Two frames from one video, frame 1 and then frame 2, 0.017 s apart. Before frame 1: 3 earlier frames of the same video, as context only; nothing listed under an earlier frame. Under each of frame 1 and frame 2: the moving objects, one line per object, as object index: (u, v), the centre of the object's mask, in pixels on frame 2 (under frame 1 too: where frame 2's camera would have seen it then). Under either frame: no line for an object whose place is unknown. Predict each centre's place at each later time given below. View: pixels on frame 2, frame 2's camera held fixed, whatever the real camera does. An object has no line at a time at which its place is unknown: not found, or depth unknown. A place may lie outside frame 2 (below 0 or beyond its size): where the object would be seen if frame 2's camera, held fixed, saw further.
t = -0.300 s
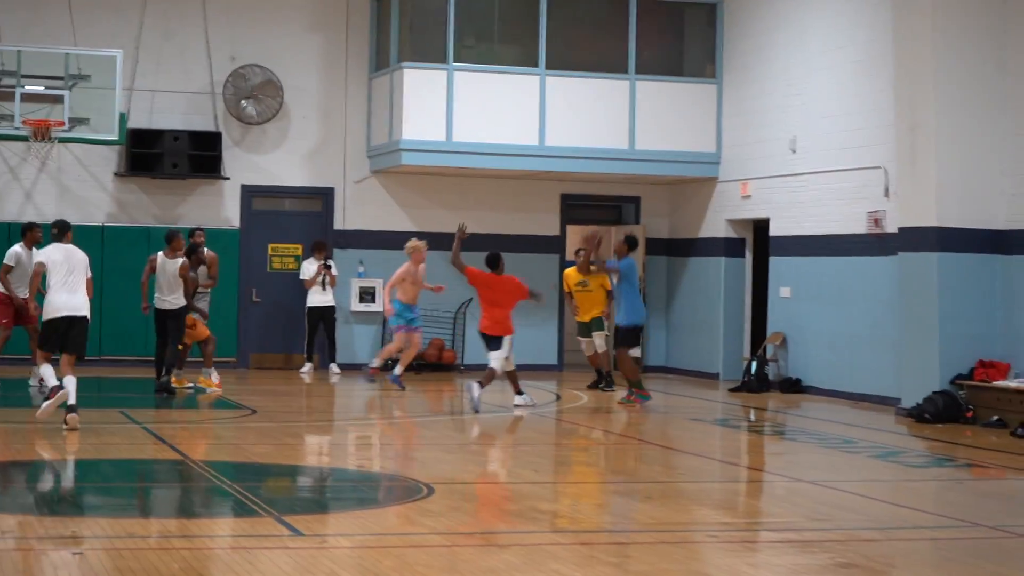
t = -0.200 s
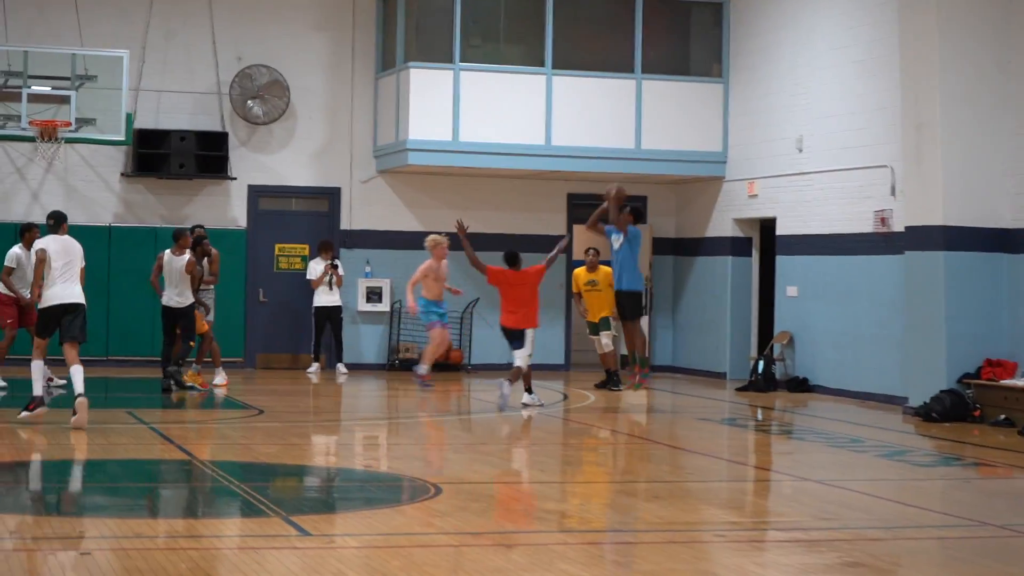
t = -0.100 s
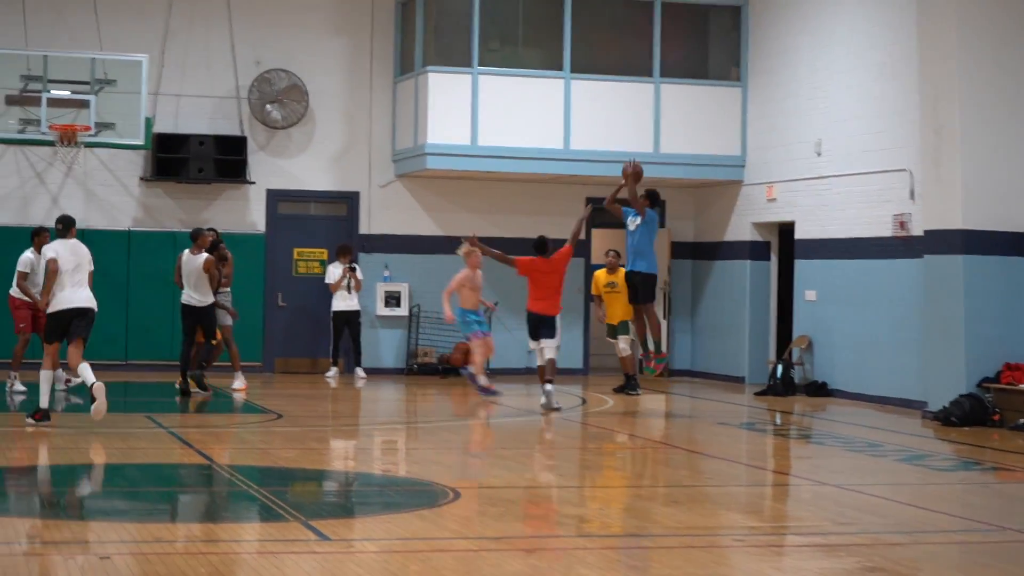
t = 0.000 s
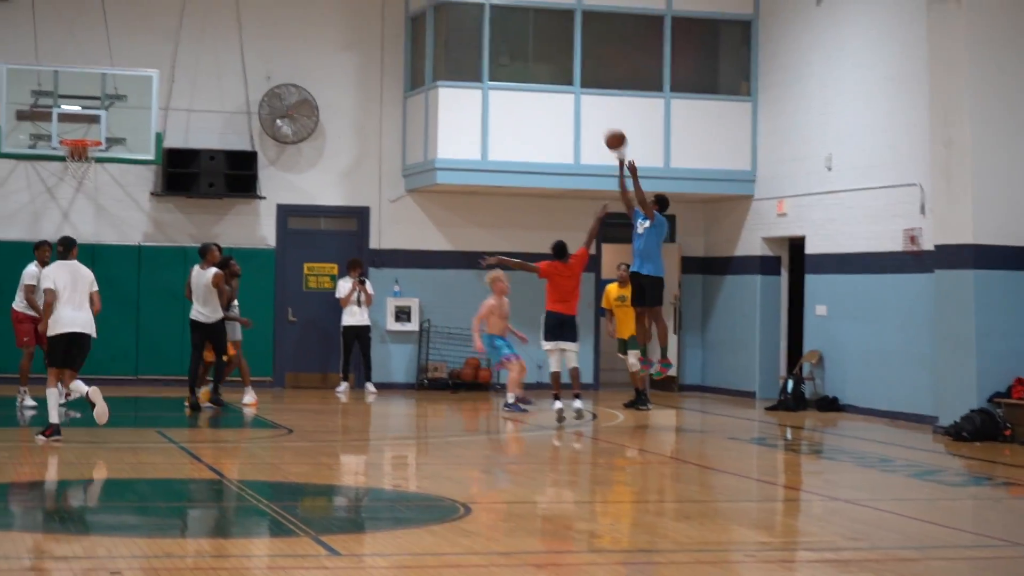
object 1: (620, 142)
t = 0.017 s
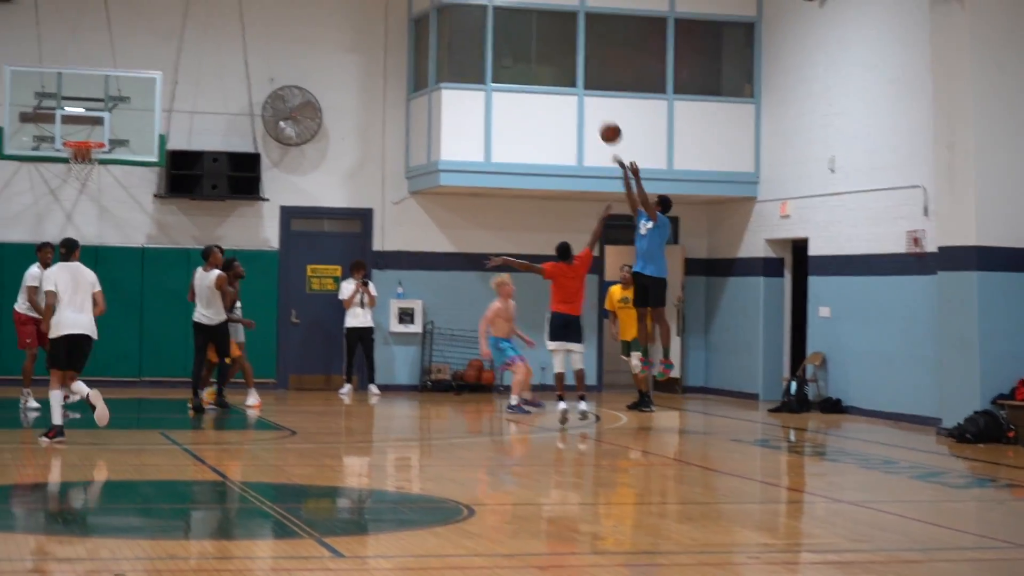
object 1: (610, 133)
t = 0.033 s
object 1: (601, 124)
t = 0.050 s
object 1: (593, 115)
